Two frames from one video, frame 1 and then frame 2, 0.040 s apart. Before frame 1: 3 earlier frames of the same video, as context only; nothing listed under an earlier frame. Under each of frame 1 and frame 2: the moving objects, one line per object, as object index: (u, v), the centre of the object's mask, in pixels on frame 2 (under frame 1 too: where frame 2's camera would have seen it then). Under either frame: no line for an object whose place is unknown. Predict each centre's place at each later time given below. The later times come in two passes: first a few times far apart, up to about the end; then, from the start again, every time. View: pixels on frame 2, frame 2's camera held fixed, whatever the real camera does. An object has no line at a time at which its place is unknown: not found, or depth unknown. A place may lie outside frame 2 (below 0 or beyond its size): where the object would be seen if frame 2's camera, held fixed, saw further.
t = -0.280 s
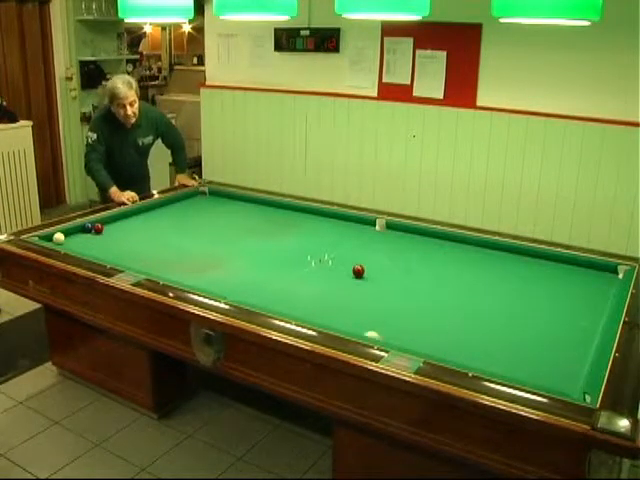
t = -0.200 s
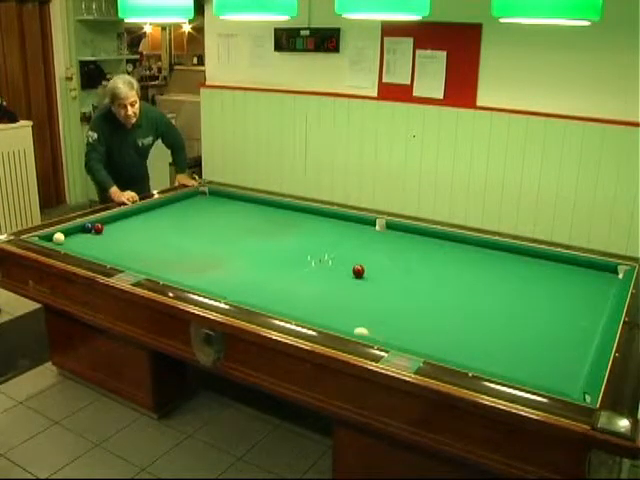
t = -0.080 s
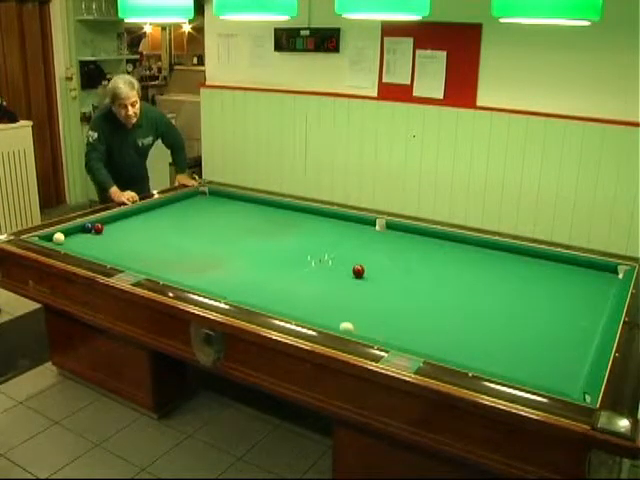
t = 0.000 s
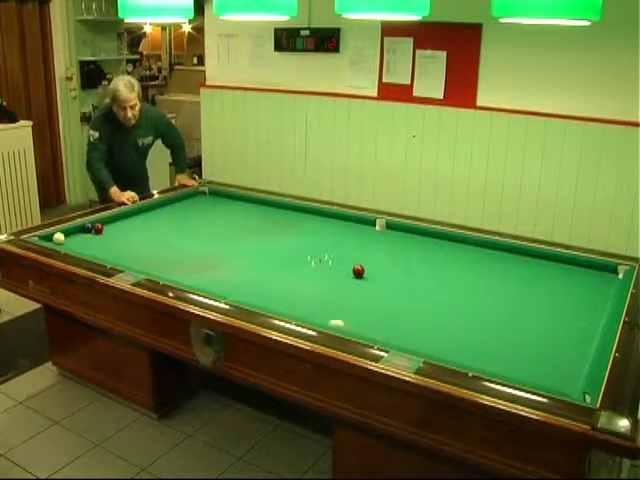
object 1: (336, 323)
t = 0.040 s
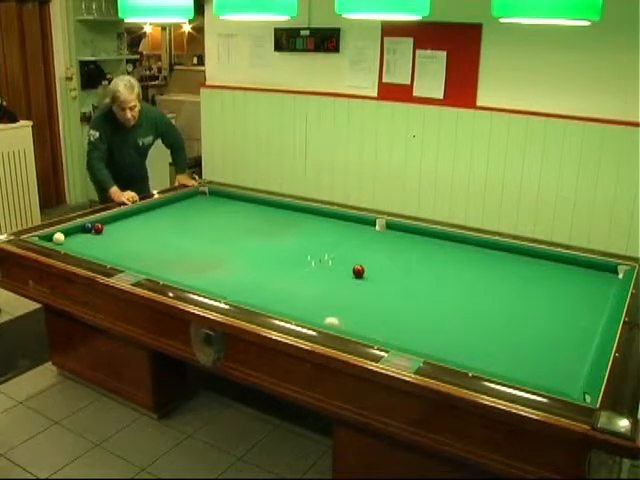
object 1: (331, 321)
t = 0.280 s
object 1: (305, 312)
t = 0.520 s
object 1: (280, 304)
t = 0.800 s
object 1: (254, 295)
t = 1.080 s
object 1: (231, 287)
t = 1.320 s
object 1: (212, 280)
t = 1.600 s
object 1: (192, 272)
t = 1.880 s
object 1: (174, 265)
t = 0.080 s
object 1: (327, 320)
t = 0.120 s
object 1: (323, 317)
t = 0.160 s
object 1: (317, 316)
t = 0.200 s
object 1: (313, 314)
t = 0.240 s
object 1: (309, 313)
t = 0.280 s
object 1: (305, 312)
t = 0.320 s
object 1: (301, 310)
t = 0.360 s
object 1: (296, 309)
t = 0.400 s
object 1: (293, 307)
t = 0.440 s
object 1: (289, 306)
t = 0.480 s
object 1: (285, 304)
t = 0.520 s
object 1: (280, 304)
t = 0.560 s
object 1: (276, 302)
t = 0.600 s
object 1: (273, 301)
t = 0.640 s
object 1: (269, 300)
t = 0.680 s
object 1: (265, 299)
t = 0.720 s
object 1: (262, 298)
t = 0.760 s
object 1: (258, 296)
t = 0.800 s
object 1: (254, 295)
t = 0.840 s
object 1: (250, 294)
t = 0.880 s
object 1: (247, 293)
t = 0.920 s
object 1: (244, 292)
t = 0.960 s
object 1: (241, 291)
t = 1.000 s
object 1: (237, 289)
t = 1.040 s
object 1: (234, 288)
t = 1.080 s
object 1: (231, 287)
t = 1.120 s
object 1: (228, 286)
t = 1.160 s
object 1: (224, 285)
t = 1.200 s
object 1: (221, 284)
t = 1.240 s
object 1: (218, 283)
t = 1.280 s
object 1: (215, 281)
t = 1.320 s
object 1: (212, 280)
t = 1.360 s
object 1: (209, 279)
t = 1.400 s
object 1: (206, 278)
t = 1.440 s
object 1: (203, 277)
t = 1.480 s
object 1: (200, 276)
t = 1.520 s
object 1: (197, 275)
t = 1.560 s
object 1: (194, 273)
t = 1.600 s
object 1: (192, 272)
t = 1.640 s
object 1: (189, 271)
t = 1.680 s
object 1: (186, 270)
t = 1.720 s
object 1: (184, 269)
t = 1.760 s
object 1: (181, 268)
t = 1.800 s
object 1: (179, 267)
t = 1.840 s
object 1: (176, 266)
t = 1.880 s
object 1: (174, 265)
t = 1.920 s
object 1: (171, 264)
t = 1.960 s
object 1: (168, 264)
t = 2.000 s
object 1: (166, 263)
